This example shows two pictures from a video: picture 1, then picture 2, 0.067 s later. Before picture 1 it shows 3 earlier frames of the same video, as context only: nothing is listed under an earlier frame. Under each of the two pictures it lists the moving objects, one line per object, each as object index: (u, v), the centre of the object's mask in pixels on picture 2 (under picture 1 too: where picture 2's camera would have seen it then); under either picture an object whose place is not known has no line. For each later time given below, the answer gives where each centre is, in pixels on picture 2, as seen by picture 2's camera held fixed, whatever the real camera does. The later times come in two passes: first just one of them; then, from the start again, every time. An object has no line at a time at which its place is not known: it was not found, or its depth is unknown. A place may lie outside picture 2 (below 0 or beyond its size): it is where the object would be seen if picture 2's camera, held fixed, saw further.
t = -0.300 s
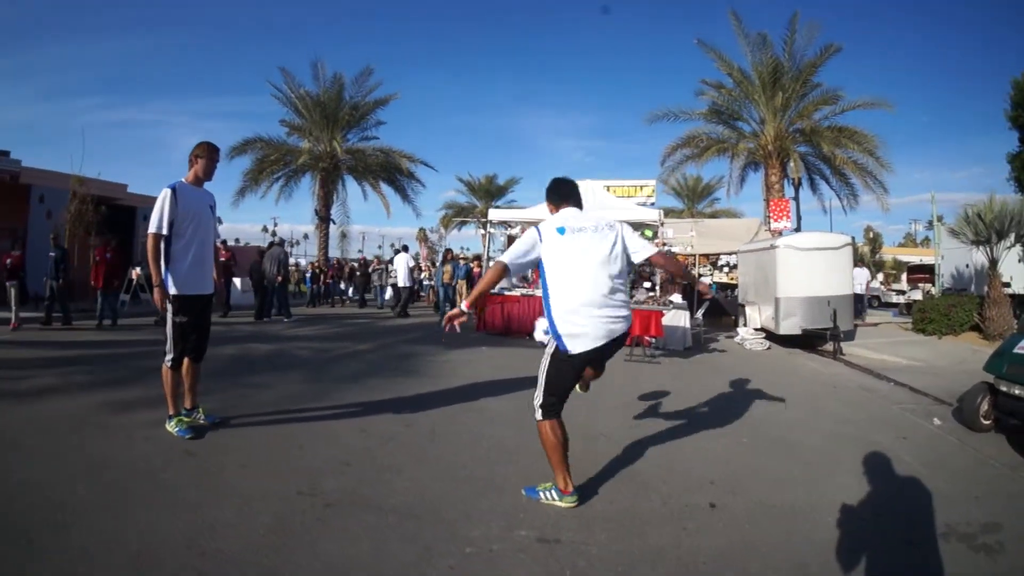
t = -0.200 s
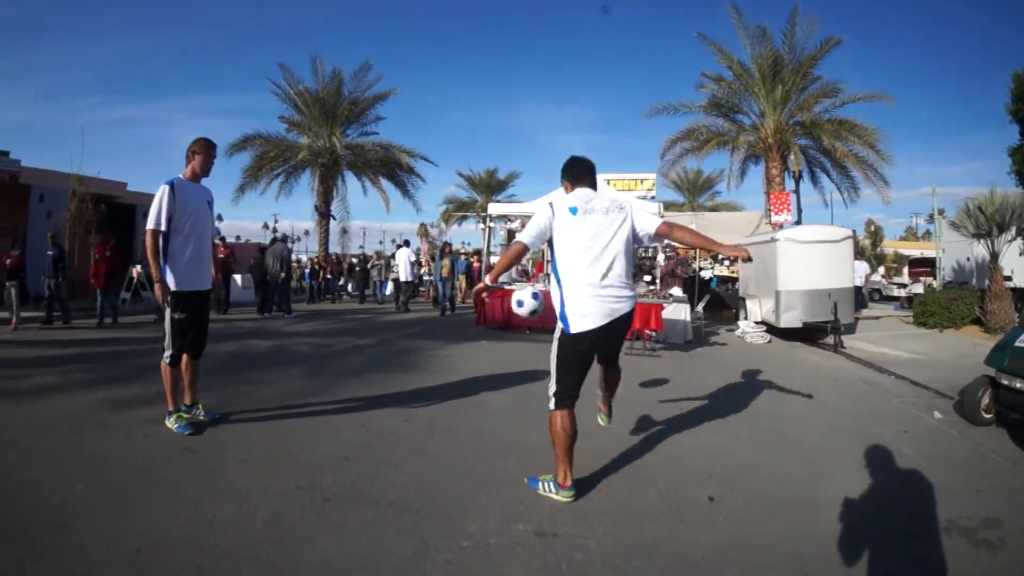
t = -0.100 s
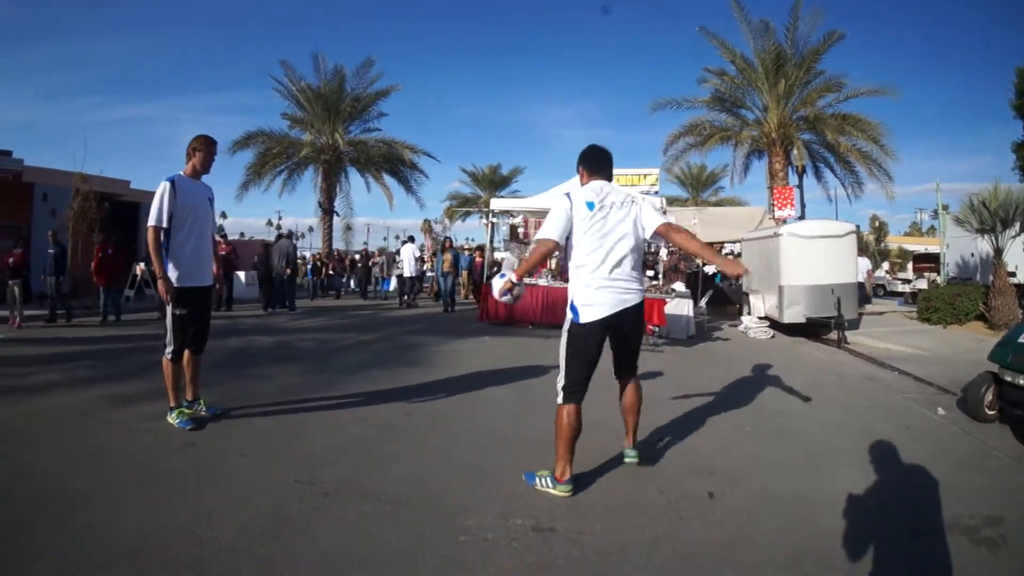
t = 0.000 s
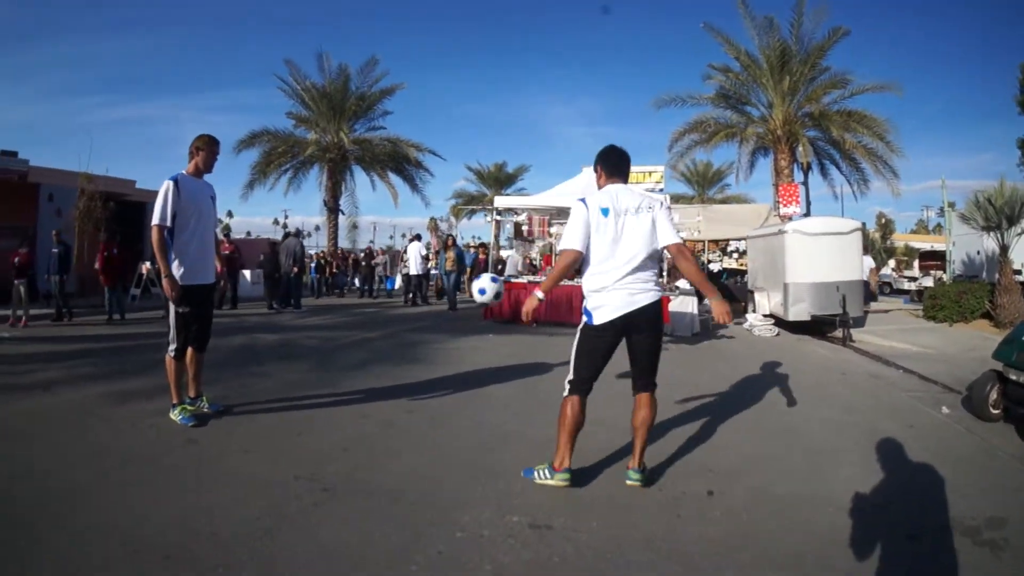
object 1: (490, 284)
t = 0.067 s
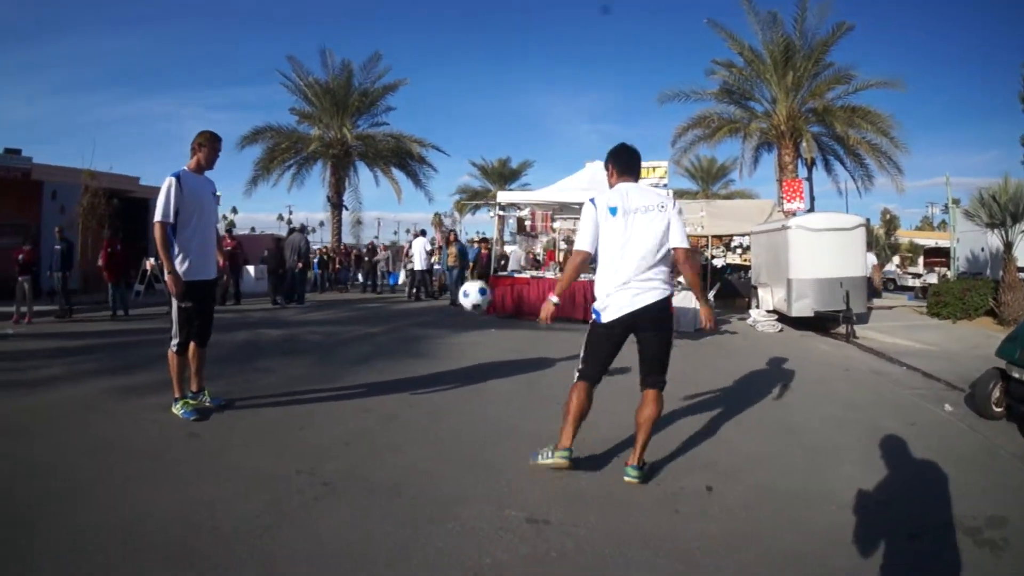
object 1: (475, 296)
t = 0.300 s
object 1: (427, 376)
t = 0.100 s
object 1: (467, 303)
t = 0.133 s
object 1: (460, 313)
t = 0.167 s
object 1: (453, 322)
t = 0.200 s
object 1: (446, 334)
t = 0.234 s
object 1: (438, 347)
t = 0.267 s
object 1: (431, 361)
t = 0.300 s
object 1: (427, 376)
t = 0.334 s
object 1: (420, 379)
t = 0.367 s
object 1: (411, 367)
